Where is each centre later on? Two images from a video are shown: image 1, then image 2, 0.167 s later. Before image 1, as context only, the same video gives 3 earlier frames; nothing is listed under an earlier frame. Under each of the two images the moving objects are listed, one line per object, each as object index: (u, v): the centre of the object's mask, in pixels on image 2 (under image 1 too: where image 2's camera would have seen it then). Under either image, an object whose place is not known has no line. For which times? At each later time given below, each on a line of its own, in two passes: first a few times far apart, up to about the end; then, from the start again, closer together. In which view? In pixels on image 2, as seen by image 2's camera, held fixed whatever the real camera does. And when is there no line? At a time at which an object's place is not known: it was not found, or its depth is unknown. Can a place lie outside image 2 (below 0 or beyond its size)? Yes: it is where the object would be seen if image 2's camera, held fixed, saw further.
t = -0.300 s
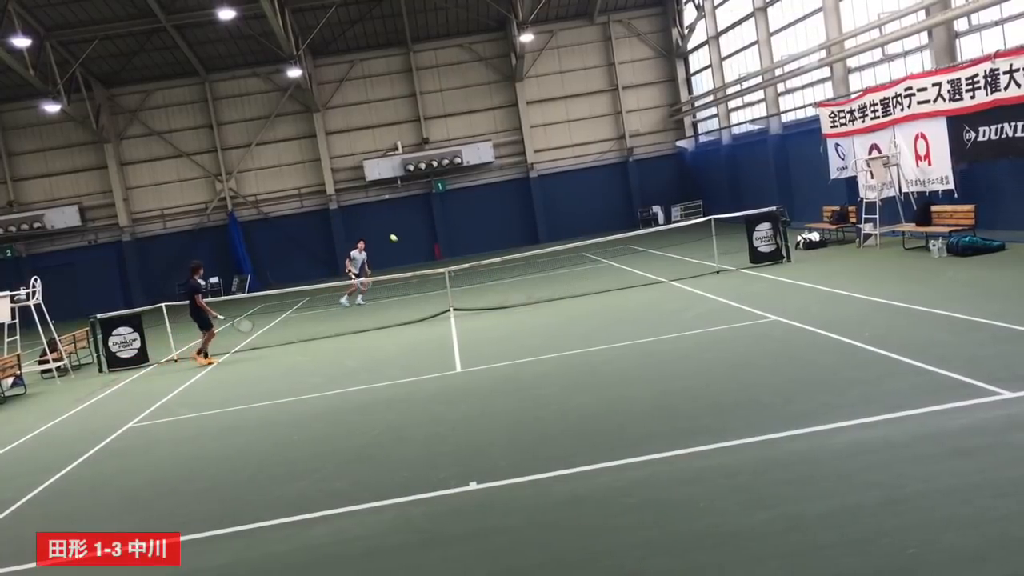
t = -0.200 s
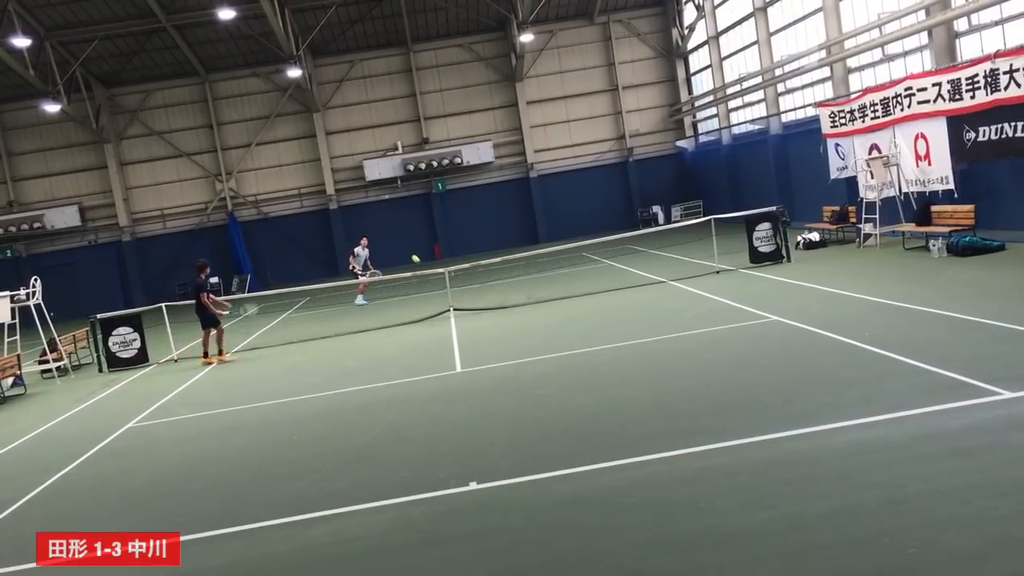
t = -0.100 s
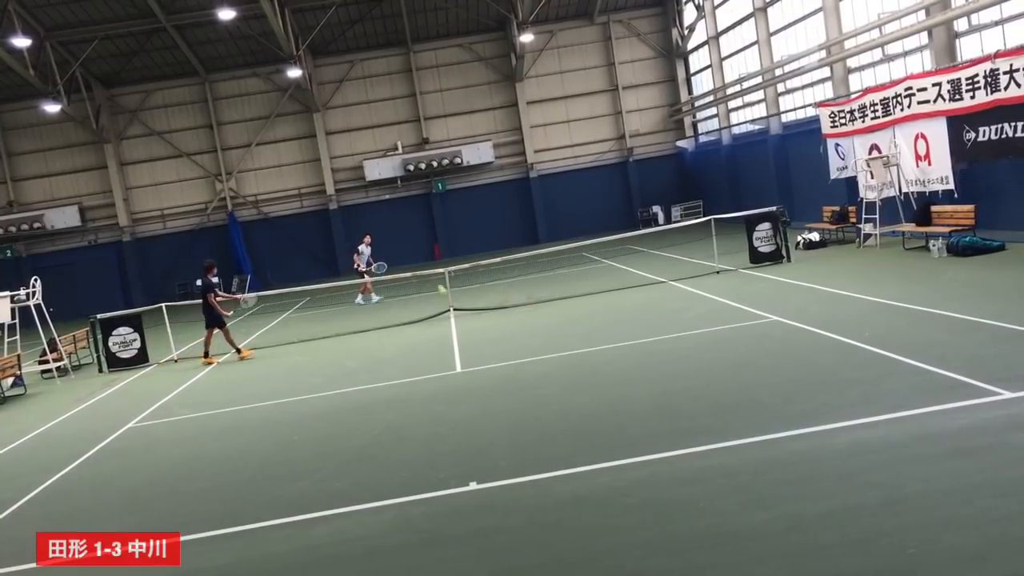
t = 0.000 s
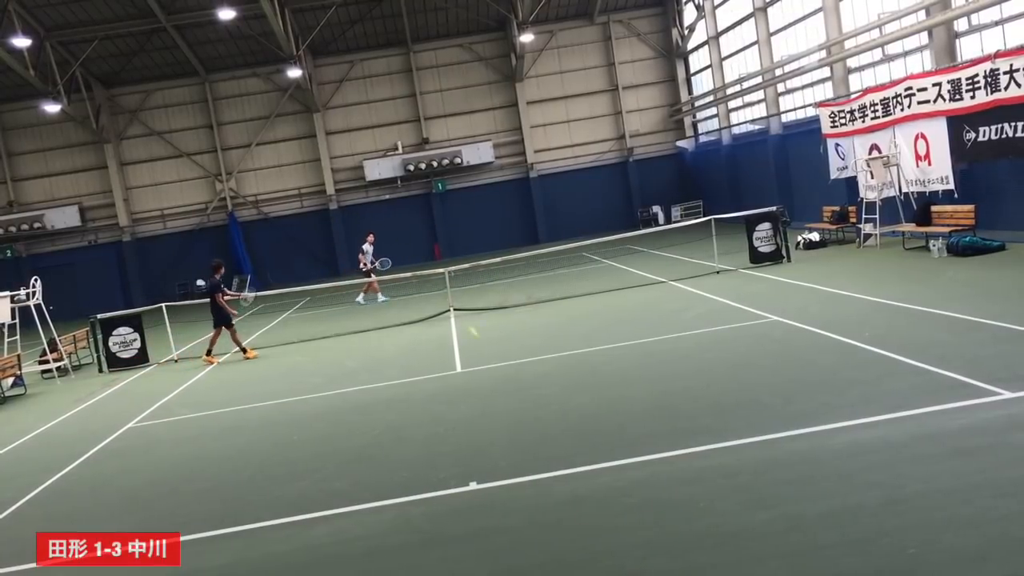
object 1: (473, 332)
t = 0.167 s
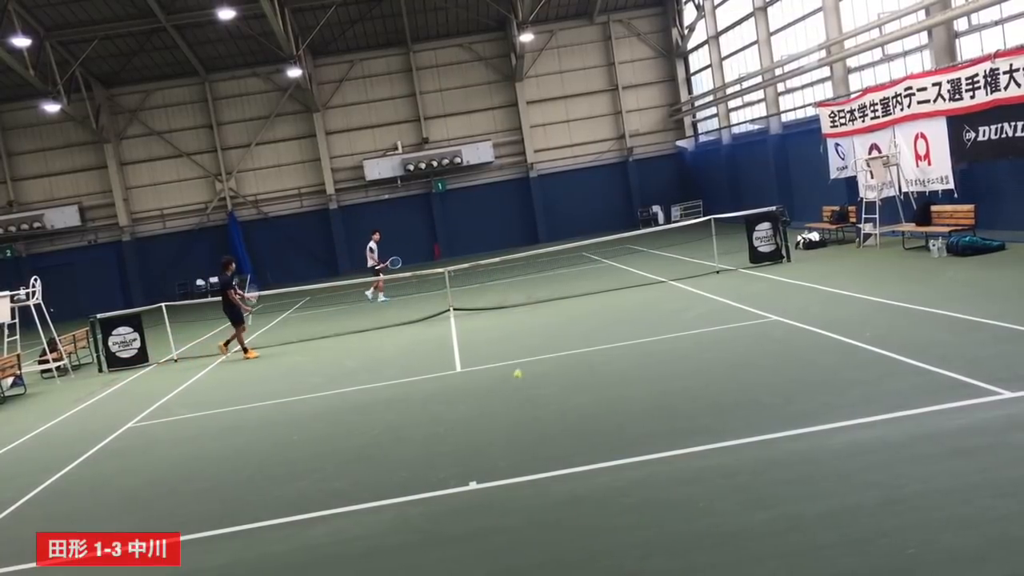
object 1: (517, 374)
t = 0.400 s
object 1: (545, 321)
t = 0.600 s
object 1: (581, 319)
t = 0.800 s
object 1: (631, 367)
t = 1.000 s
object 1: (694, 447)
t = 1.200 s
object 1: (743, 399)
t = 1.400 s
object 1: (814, 408)
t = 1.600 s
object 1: (913, 498)
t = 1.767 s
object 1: (1005, 523)
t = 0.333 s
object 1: (536, 331)
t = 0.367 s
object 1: (540, 326)
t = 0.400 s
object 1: (545, 321)
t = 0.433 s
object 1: (550, 318)
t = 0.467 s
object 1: (556, 316)
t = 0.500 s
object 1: (561, 315)
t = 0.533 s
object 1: (568, 315)
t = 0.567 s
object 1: (574, 316)
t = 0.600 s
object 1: (581, 319)
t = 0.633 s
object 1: (588, 323)
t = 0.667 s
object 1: (596, 329)
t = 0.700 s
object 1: (605, 336)
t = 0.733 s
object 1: (613, 345)
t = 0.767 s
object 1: (622, 355)
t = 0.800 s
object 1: (631, 367)
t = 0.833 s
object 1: (641, 381)
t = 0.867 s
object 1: (651, 397)
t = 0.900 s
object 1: (662, 415)
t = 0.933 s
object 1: (673, 435)
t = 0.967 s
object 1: (685, 459)
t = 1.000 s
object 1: (694, 447)
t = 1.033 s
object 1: (700, 436)
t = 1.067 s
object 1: (708, 426)
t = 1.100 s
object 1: (716, 417)
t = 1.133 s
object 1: (724, 410)
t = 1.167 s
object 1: (733, 404)
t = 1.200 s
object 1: (743, 399)
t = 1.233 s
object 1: (753, 396)
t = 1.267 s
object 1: (763, 395)
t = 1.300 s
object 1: (775, 395)
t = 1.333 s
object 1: (787, 397)
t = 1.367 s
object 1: (800, 402)
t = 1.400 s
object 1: (814, 408)
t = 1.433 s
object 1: (828, 417)
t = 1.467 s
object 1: (844, 428)
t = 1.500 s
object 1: (860, 441)
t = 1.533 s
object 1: (877, 457)
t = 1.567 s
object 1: (894, 476)
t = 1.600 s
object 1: (913, 498)
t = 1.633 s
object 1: (933, 524)
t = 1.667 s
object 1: (954, 552)
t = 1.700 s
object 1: (971, 542)
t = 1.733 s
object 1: (987, 532)
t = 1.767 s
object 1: (1005, 523)
